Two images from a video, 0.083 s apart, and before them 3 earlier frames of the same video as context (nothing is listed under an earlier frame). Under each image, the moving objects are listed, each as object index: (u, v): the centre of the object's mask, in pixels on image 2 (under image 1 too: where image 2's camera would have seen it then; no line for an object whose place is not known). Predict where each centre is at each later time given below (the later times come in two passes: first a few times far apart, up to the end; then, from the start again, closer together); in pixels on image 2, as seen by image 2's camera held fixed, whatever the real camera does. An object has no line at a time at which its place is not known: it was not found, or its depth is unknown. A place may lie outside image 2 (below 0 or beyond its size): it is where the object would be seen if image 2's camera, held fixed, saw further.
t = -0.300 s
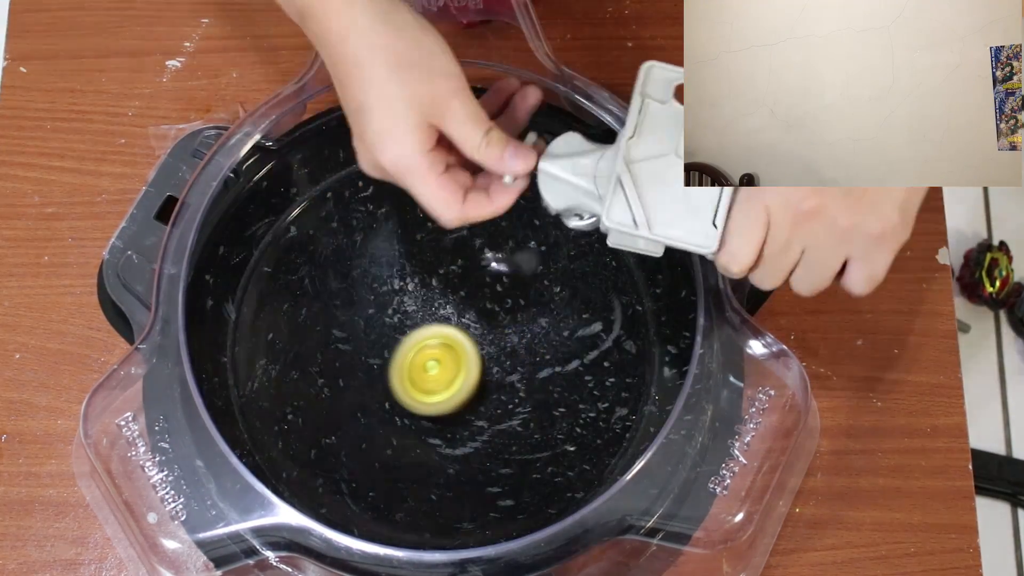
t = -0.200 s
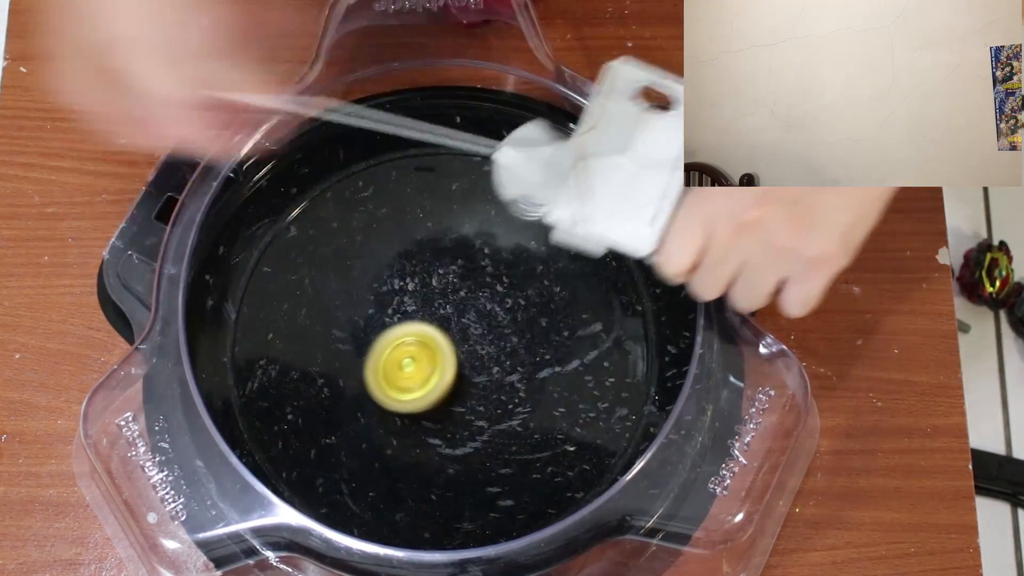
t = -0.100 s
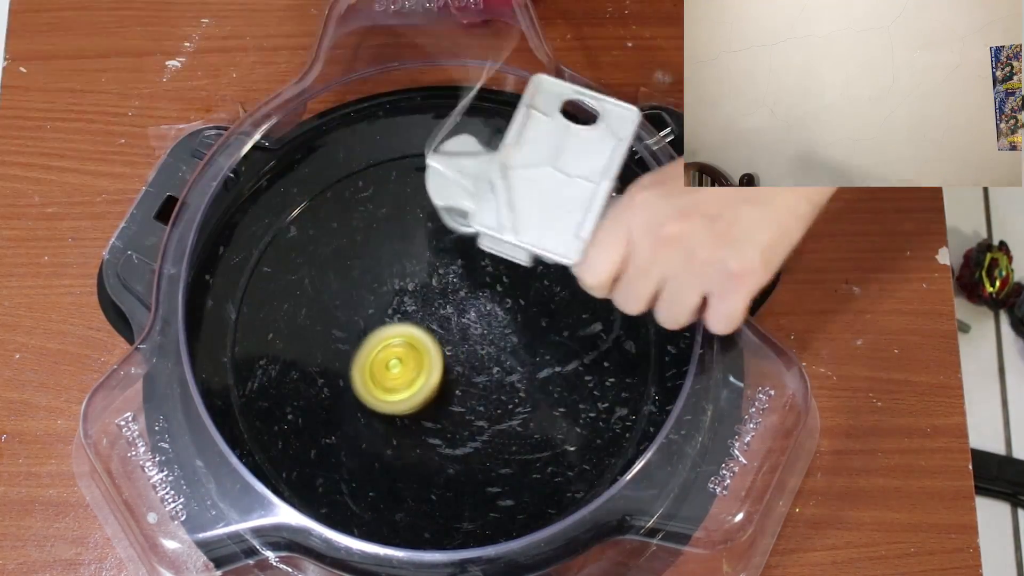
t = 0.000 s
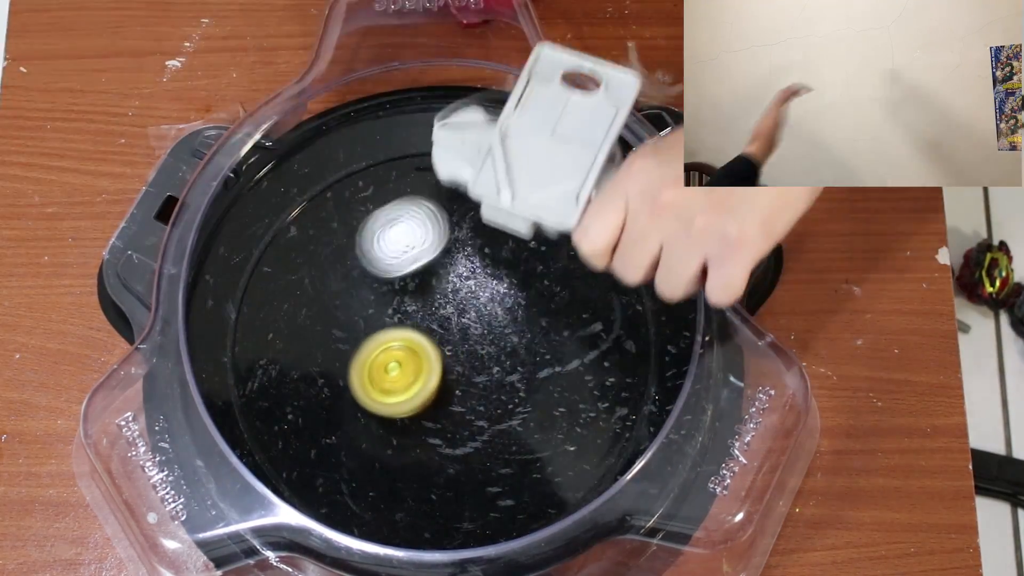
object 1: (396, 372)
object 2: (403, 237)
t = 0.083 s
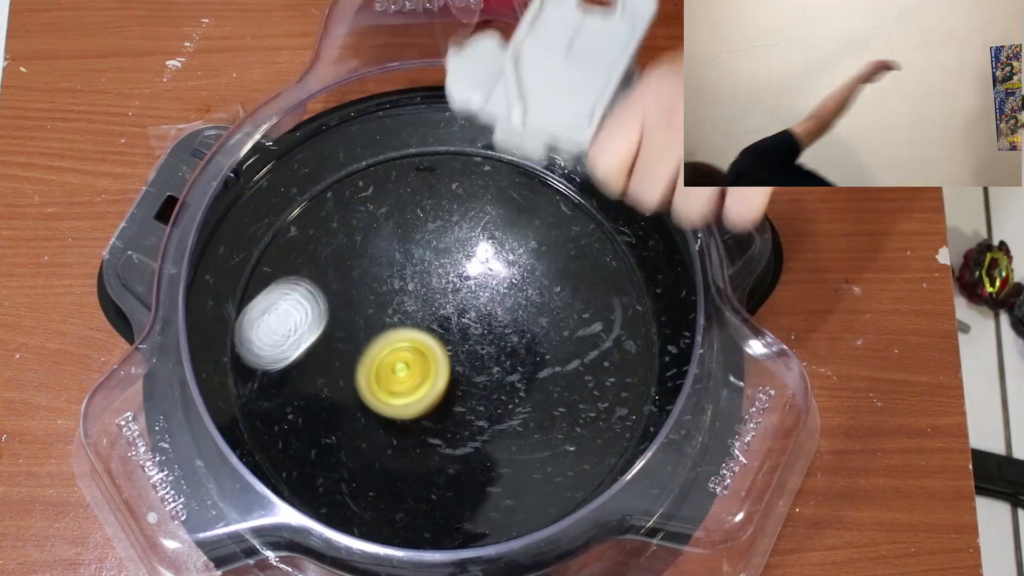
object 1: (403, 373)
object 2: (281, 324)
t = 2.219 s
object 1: (366, 336)
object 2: (197, 330)
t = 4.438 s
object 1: (387, 98)
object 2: (329, 207)
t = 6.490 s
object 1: (359, 257)
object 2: (537, 205)
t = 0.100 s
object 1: (405, 376)
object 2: (258, 347)
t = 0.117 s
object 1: (407, 376)
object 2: (243, 369)
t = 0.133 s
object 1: (409, 376)
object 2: (243, 390)
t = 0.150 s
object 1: (411, 377)
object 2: (244, 413)
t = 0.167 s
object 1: (413, 378)
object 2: (246, 439)
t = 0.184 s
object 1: (415, 377)
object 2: (248, 467)
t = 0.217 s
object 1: (418, 379)
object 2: (255, 521)
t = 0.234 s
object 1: (420, 378)
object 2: (260, 548)
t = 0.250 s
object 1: (422, 379)
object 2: (253, 541)
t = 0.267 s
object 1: (424, 381)
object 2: (244, 534)
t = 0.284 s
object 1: (425, 381)
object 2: (237, 527)
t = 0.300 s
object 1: (427, 381)
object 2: (230, 519)
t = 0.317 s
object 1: (428, 383)
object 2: (224, 513)
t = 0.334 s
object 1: (430, 384)
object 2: (220, 506)
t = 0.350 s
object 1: (430, 384)
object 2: (216, 498)
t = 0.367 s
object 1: (431, 385)
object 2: (215, 496)
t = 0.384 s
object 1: (432, 386)
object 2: (214, 494)
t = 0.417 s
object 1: (433, 388)
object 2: (216, 494)
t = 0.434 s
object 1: (433, 388)
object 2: (219, 495)
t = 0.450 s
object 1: (432, 389)
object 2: (224, 501)
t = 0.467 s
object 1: (432, 389)
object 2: (231, 507)
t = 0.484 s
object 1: (432, 389)
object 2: (239, 514)
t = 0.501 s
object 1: (431, 390)
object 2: (248, 523)
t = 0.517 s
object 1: (430, 391)
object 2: (260, 533)
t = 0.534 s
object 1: (428, 391)
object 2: (278, 550)
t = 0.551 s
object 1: (427, 392)
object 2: (296, 542)
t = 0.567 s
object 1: (425, 393)
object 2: (315, 537)
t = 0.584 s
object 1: (423, 393)
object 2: (337, 533)
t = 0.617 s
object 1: (418, 394)
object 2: (388, 522)
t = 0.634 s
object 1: (415, 395)
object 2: (413, 523)
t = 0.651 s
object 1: (412, 395)
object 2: (443, 522)
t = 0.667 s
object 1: (409, 396)
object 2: (476, 518)
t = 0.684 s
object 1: (407, 397)
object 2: (512, 515)
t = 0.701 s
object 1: (404, 397)
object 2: (549, 504)
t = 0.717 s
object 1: (400, 398)
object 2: (584, 482)
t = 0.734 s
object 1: (397, 399)
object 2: (611, 443)
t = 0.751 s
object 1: (394, 399)
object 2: (636, 405)
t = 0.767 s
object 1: (391, 400)
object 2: (659, 364)
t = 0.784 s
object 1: (388, 401)
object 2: (675, 322)
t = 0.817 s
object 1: (382, 402)
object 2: (671, 245)
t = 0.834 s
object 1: (379, 402)
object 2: (641, 216)
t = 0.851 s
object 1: (377, 403)
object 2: (613, 190)
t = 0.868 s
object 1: (374, 403)
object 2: (577, 161)
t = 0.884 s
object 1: (372, 404)
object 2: (537, 137)
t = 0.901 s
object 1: (370, 404)
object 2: (497, 118)
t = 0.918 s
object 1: (369, 404)
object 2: (457, 103)
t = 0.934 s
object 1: (368, 405)
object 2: (411, 99)
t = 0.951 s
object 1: (368, 404)
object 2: (366, 110)
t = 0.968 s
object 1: (368, 404)
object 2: (323, 132)
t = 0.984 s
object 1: (367, 404)
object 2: (302, 168)
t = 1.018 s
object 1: (368, 402)
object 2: (261, 246)
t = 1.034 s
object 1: (369, 401)
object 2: (244, 289)
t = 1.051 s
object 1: (370, 399)
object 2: (234, 339)
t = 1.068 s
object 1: (372, 398)
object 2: (235, 386)
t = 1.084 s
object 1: (373, 397)
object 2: (235, 441)
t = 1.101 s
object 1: (375, 396)
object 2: (243, 486)
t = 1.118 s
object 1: (377, 394)
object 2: (267, 523)
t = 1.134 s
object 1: (379, 392)
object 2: (318, 541)
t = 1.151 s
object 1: (381, 390)
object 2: (359, 546)
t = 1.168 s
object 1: (383, 387)
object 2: (404, 551)
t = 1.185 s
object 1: (384, 385)
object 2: (451, 555)
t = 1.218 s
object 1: (389, 381)
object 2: (546, 548)
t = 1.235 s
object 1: (391, 379)
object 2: (583, 533)
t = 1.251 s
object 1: (393, 376)
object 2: (617, 508)
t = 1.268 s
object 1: (394, 373)
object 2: (645, 475)
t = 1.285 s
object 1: (395, 371)
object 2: (671, 442)
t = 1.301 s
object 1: (397, 368)
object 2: (689, 405)
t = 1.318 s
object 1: (398, 365)
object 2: (692, 362)
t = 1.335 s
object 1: (399, 362)
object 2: (691, 320)
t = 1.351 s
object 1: (400, 359)
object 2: (680, 280)
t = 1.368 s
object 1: (400, 356)
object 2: (661, 245)
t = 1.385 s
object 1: (401, 353)
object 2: (641, 211)
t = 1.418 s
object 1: (402, 347)
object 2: (590, 153)
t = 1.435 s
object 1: (403, 345)
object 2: (554, 133)
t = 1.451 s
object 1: (403, 341)
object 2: (514, 119)
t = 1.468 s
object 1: (404, 339)
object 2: (472, 110)
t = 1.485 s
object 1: (404, 336)
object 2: (431, 104)
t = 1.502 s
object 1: (404, 334)
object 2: (388, 104)
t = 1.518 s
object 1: (404, 331)
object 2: (348, 118)
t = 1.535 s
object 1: (404, 328)
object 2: (309, 144)
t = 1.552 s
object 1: (403, 326)
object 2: (280, 179)
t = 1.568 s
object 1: (403, 325)
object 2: (251, 213)
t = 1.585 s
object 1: (402, 323)
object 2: (227, 248)
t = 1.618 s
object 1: (401, 320)
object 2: (195, 329)
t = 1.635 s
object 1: (401, 319)
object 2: (201, 372)
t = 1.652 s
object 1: (399, 318)
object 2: (210, 416)
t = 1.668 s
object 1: (398, 317)
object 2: (224, 458)
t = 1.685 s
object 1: (396, 315)
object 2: (242, 499)
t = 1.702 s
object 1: (394, 315)
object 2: (268, 527)
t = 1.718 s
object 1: (392, 314)
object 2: (320, 544)
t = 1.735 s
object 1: (390, 314)
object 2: (367, 524)
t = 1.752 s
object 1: (388, 314)
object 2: (401, 525)
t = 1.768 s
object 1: (386, 314)
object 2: (437, 524)
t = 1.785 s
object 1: (384, 314)
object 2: (474, 520)
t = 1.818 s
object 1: (379, 314)
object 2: (546, 498)
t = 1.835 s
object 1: (377, 314)
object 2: (579, 479)
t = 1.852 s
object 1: (375, 315)
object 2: (608, 455)
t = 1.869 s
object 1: (372, 315)
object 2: (625, 418)
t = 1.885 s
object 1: (370, 317)
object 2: (637, 381)
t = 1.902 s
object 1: (369, 318)
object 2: (646, 340)
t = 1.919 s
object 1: (366, 320)
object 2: (642, 301)
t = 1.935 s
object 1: (365, 320)
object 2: (634, 261)
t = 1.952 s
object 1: (363, 322)
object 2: (623, 225)
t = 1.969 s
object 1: (362, 324)
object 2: (611, 191)
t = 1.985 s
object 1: (361, 325)
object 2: (595, 160)
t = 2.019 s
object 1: (359, 328)
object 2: (535, 125)
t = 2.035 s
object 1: (359, 330)
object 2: (499, 118)
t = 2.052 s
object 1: (359, 331)
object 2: (463, 115)
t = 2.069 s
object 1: (360, 333)
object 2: (427, 116)
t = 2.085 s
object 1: (360, 334)
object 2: (390, 119)
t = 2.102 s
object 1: (361, 336)
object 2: (354, 126)
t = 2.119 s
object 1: (362, 336)
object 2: (317, 138)
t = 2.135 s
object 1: (363, 337)
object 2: (289, 162)
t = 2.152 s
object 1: (364, 337)
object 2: (266, 189)
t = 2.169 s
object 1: (365, 338)
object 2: (243, 222)
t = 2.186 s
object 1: (365, 337)
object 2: (225, 255)
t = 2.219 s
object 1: (366, 336)
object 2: (197, 330)
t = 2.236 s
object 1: (366, 335)
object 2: (194, 370)
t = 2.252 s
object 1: (366, 333)
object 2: (197, 410)
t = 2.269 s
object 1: (366, 332)
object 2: (206, 450)
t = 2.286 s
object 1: (366, 330)
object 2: (226, 481)
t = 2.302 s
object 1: (367, 328)
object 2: (257, 516)
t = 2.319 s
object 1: (367, 326)
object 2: (305, 538)
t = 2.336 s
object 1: (367, 324)
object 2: (342, 541)
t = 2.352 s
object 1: (366, 322)
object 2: (379, 542)
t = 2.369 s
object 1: (367, 321)
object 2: (417, 542)
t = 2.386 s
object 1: (367, 319)
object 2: (454, 541)
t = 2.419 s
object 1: (367, 315)
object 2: (528, 529)
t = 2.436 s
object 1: (368, 312)
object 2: (563, 518)
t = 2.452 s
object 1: (367, 311)
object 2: (595, 503)
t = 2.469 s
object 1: (368, 309)
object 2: (626, 484)
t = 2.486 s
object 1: (368, 307)
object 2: (653, 463)
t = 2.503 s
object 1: (368, 305)
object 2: (677, 438)
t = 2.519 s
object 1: (368, 304)
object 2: (690, 406)
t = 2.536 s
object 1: (368, 302)
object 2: (694, 369)
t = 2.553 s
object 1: (368, 301)
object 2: (696, 336)
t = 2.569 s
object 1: (368, 300)
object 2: (687, 307)
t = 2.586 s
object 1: (368, 299)
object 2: (669, 277)
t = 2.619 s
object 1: (368, 297)
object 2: (633, 223)
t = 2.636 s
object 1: (367, 297)
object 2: (612, 201)
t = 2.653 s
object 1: (367, 296)
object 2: (592, 183)
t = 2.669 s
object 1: (366, 296)
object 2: (563, 163)
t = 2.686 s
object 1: (366, 296)
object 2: (537, 148)
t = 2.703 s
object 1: (366, 296)
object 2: (506, 136)
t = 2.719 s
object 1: (365, 296)
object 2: (477, 127)
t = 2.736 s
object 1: (365, 296)
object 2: (446, 121)
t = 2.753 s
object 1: (365, 297)
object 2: (415, 119)
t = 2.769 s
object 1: (365, 297)
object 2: (383, 120)
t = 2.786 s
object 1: (365, 298)
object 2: (350, 125)
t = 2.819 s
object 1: (365, 300)
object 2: (297, 158)
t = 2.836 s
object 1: (365, 300)
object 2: (276, 184)
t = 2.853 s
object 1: (366, 302)
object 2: (256, 211)
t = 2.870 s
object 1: (367, 303)
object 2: (238, 240)
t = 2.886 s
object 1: (368, 304)
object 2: (223, 271)
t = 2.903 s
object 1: (369, 305)
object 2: (210, 304)
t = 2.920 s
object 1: (370, 305)
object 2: (201, 337)
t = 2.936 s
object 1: (372, 306)
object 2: (195, 373)
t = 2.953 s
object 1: (373, 306)
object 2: (195, 406)
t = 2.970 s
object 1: (376, 307)
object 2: (203, 441)
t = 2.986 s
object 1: (378, 308)
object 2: (222, 470)
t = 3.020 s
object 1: (383, 308)
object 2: (277, 525)
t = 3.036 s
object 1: (385, 308)
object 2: (322, 544)
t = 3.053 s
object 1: (389, 307)
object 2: (356, 548)
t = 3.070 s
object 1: (392, 307)
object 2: (394, 551)
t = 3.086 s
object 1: (396, 305)
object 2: (428, 554)
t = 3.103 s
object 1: (399, 303)
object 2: (464, 555)
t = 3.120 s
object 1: (403, 301)
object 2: (502, 553)
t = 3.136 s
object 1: (406, 298)
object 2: (535, 549)
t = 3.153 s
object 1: (410, 296)
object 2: (566, 543)
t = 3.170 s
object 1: (413, 292)
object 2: (595, 528)
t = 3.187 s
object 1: (416, 289)
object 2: (619, 506)
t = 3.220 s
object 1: (420, 281)
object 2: (661, 455)
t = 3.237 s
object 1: (422, 278)
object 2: (677, 426)
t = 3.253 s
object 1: (422, 274)
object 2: (688, 397)
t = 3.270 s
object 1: (424, 270)
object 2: (697, 366)
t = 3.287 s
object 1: (423, 266)
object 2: (698, 335)
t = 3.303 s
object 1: (423, 262)
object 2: (684, 309)
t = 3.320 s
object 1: (423, 259)
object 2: (665, 284)
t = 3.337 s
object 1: (421, 256)
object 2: (647, 259)
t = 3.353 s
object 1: (420, 253)
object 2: (627, 235)
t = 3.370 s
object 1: (418, 250)
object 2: (607, 214)
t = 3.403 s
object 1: (411, 247)
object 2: (559, 178)
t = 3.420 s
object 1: (408, 246)
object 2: (531, 163)
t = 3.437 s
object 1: (403, 246)
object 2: (498, 151)
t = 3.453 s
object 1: (399, 246)
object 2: (464, 145)
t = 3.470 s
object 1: (395, 247)
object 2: (430, 142)
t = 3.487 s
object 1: (390, 249)
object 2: (396, 143)
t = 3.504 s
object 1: (387, 252)
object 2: (363, 147)
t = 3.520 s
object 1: (383, 257)
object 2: (331, 153)
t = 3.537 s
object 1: (379, 262)
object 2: (300, 162)
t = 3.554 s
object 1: (376, 267)
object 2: (272, 176)
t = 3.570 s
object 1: (374, 274)
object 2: (249, 197)
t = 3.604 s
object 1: (373, 289)
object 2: (221, 256)
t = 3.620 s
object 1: (374, 298)
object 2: (210, 287)
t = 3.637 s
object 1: (376, 306)
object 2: (201, 317)
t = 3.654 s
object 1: (379, 315)
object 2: (196, 348)
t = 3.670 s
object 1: (383, 325)
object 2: (194, 379)
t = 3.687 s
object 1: (389, 333)
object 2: (196, 410)
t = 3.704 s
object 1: (396, 343)
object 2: (205, 444)
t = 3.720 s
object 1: (403, 351)
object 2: (221, 472)
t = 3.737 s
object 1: (411, 358)
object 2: (242, 502)
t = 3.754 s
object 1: (422, 366)
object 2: (264, 531)
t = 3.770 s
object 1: (432, 372)
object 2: (304, 544)
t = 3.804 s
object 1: (455, 381)
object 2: (369, 522)
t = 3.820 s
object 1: (467, 385)
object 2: (395, 523)
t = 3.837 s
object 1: (479, 386)
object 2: (424, 523)
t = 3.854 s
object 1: (492, 388)
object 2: (453, 521)
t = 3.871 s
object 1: (504, 389)
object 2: (479, 513)
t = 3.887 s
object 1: (515, 388)
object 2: (506, 503)
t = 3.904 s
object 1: (527, 387)
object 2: (530, 488)
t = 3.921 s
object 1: (537, 384)
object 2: (553, 471)
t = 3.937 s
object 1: (548, 372)
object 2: (572, 456)
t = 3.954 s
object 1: (557, 358)
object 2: (588, 441)
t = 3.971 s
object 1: (566, 346)
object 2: (604, 427)
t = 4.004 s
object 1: (578, 317)
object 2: (627, 391)
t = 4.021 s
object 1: (580, 299)
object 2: (641, 379)
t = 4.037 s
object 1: (579, 272)
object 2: (647, 366)
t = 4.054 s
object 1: (575, 249)
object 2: (649, 350)
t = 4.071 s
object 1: (570, 227)
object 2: (651, 336)
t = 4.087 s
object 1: (564, 205)
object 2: (652, 324)
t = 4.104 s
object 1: (556, 183)
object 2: (653, 313)
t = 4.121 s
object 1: (546, 163)
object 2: (651, 295)
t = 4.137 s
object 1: (534, 146)
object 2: (649, 276)
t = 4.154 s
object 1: (521, 130)
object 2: (645, 258)
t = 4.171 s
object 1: (509, 117)
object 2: (642, 242)
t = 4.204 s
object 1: (482, 93)
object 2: (621, 209)
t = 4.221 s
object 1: (469, 83)
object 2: (610, 195)
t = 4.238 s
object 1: (457, 73)
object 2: (596, 182)
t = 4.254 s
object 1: (444, 65)
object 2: (578, 171)
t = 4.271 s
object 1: (431, 57)
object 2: (559, 162)
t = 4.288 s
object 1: (419, 49)
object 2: (538, 154)
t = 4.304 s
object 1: (406, 51)
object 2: (515, 149)
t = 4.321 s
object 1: (391, 52)
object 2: (492, 146)
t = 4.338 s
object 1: (373, 55)
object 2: (467, 146)
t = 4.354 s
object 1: (363, 62)
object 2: (444, 149)
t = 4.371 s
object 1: (367, 69)
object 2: (420, 154)
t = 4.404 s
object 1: (377, 81)
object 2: (372, 174)
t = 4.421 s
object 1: (382, 89)
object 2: (349, 189)
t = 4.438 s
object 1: (387, 98)
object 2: (329, 207)
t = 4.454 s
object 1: (394, 110)
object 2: (309, 228)
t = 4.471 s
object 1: (398, 118)
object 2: (293, 252)
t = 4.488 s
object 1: (401, 130)
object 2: (279, 277)
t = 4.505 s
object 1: (405, 143)
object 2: (270, 305)
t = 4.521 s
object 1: (409, 156)
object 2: (264, 333)
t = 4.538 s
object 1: (413, 171)
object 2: (262, 361)
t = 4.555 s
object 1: (415, 186)
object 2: (264, 391)
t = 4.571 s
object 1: (418, 203)
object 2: (271, 419)
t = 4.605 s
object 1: (421, 236)
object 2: (296, 470)
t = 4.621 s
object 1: (423, 252)
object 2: (316, 489)
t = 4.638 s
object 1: (423, 268)
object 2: (345, 505)
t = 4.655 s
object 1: (425, 284)
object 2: (374, 515)
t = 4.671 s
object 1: (428, 299)
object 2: (403, 523)
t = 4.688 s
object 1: (431, 313)
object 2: (431, 527)
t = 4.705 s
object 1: (435, 327)
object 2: (461, 525)
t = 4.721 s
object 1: (439, 339)
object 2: (489, 520)
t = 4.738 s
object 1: (444, 351)
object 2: (517, 513)
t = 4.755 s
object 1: (449, 362)
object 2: (543, 500)
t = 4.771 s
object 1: (455, 371)
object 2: (566, 484)
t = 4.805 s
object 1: (468, 387)
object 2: (606, 449)
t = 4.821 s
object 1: (475, 393)
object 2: (621, 428)
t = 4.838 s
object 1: (482, 398)
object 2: (629, 402)
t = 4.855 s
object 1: (489, 401)
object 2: (635, 376)
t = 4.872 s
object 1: (497, 403)
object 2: (638, 351)
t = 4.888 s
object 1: (505, 405)
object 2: (638, 328)
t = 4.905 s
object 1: (513, 404)
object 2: (634, 304)
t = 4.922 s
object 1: (521, 403)
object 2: (627, 282)
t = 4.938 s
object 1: (529, 402)
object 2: (617, 260)
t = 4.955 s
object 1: (538, 400)
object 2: (604, 240)
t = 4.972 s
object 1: (546, 397)
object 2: (588, 223)
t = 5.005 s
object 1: (564, 391)
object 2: (548, 194)
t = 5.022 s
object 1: (571, 386)
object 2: (525, 184)
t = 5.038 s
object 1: (578, 380)
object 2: (500, 177)
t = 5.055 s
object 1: (585, 375)
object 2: (474, 173)
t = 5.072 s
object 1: (591, 368)
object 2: (449, 173)
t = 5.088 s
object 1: (596, 360)
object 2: (422, 176)
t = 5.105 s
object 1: (601, 352)
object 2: (395, 182)
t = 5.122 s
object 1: (605, 343)
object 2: (369, 191)
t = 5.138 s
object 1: (607, 332)
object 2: (344, 204)
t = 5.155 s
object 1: (608, 322)
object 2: (321, 219)
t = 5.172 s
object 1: (607, 313)
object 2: (300, 237)
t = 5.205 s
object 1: (599, 294)
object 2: (267, 283)
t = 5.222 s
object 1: (592, 285)
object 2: (255, 308)
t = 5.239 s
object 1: (584, 277)
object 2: (247, 336)
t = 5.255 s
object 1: (576, 271)
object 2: (242, 363)
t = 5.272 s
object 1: (566, 267)
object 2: (243, 391)
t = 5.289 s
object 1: (555, 263)
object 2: (253, 418)
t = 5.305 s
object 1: (543, 260)
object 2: (271, 445)
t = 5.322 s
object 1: (532, 260)
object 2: (291, 467)
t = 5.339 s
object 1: (520, 260)
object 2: (314, 487)
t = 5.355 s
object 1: (506, 261)
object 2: (342, 503)
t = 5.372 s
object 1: (494, 264)
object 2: (370, 515)
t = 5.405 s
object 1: (468, 272)
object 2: (427, 526)
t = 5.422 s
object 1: (457, 278)
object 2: (455, 524)
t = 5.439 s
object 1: (446, 284)
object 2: (483, 520)
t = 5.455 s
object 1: (435, 291)
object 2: (509, 514)
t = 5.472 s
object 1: (426, 298)
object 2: (533, 505)
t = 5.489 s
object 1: (418, 306)
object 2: (555, 492)
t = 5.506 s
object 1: (409, 314)
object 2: (576, 478)
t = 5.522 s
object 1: (402, 323)
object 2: (595, 463)
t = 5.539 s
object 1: (395, 332)
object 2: (612, 444)
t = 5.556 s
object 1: (389, 341)
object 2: (625, 422)
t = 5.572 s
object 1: (384, 350)
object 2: (634, 399)
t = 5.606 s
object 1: (375, 370)
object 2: (643, 350)
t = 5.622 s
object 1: (372, 380)
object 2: (642, 326)
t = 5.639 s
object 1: (369, 391)
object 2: (638, 302)
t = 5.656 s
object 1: (367, 401)
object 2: (631, 279)
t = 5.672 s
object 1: (366, 411)
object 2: (620, 257)
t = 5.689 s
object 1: (366, 421)
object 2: (608, 236)
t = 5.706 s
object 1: (366, 431)
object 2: (592, 218)
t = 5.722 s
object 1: (368, 441)
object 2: (574, 203)
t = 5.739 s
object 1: (370, 451)
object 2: (553, 188)
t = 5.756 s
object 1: (374, 460)
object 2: (530, 176)
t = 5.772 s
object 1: (378, 468)
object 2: (505, 167)
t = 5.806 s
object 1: (390, 483)
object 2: (452, 159)
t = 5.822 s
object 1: (397, 489)
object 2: (425, 160)
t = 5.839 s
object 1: (405, 494)
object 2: (398, 162)
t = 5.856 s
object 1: (413, 498)
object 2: (371, 168)
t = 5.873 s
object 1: (423, 501)
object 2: (345, 176)
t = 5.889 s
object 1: (433, 502)
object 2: (321, 188)
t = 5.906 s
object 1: (444, 503)
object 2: (301, 208)
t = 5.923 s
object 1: (455, 503)
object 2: (283, 230)
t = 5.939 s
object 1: (465, 501)
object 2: (266, 252)
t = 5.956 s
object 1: (475, 497)
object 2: (252, 276)
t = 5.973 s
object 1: (485, 492)
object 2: (245, 303)
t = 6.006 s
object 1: (502, 477)
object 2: (239, 358)
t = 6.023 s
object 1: (509, 469)
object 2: (245, 388)
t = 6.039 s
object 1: (516, 458)
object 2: (254, 414)
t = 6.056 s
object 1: (520, 448)
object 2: (267, 438)
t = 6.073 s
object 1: (524, 437)
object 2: (285, 461)
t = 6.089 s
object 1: (525, 426)
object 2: (305, 480)
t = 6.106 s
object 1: (526, 415)
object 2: (328, 496)
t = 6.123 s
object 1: (526, 404)
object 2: (353, 509)
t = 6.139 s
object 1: (525, 393)
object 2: (379, 518)
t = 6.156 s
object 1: (522, 381)
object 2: (404, 524)
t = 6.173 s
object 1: (519, 371)
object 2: (430, 527)
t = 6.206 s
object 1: (510, 352)
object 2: (480, 522)
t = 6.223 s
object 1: (504, 343)
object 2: (506, 522)
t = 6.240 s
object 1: (498, 334)
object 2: (527, 512)
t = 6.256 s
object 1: (491, 326)
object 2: (548, 499)
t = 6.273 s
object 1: (484, 318)
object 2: (566, 482)
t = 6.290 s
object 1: (475, 311)
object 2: (582, 465)
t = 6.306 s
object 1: (467, 303)
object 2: (596, 444)
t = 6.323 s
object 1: (457, 295)
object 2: (607, 422)
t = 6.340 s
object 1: (448, 289)
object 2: (614, 399)
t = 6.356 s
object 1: (440, 283)
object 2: (618, 375)
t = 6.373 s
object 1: (429, 277)
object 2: (618, 350)
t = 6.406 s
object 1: (410, 268)
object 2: (610, 301)
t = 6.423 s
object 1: (400, 265)
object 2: (601, 278)
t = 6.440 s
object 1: (390, 262)
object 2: (589, 257)
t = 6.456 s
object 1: (379, 260)
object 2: (574, 238)
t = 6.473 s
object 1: (369, 258)
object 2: (556, 221)
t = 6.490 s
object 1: (359, 257)
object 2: (537, 205)
